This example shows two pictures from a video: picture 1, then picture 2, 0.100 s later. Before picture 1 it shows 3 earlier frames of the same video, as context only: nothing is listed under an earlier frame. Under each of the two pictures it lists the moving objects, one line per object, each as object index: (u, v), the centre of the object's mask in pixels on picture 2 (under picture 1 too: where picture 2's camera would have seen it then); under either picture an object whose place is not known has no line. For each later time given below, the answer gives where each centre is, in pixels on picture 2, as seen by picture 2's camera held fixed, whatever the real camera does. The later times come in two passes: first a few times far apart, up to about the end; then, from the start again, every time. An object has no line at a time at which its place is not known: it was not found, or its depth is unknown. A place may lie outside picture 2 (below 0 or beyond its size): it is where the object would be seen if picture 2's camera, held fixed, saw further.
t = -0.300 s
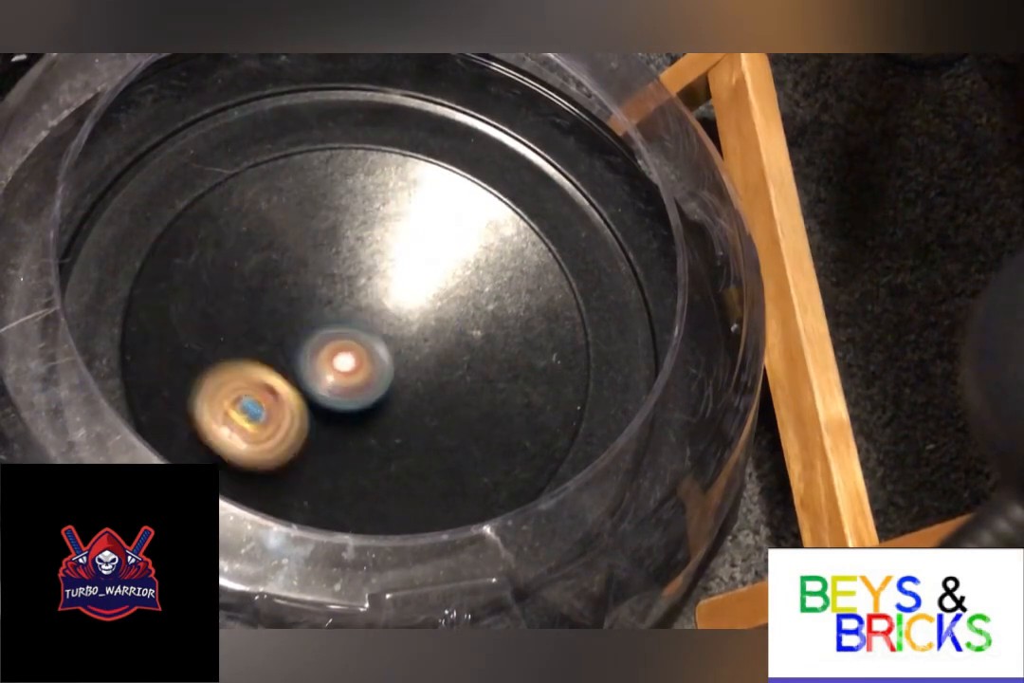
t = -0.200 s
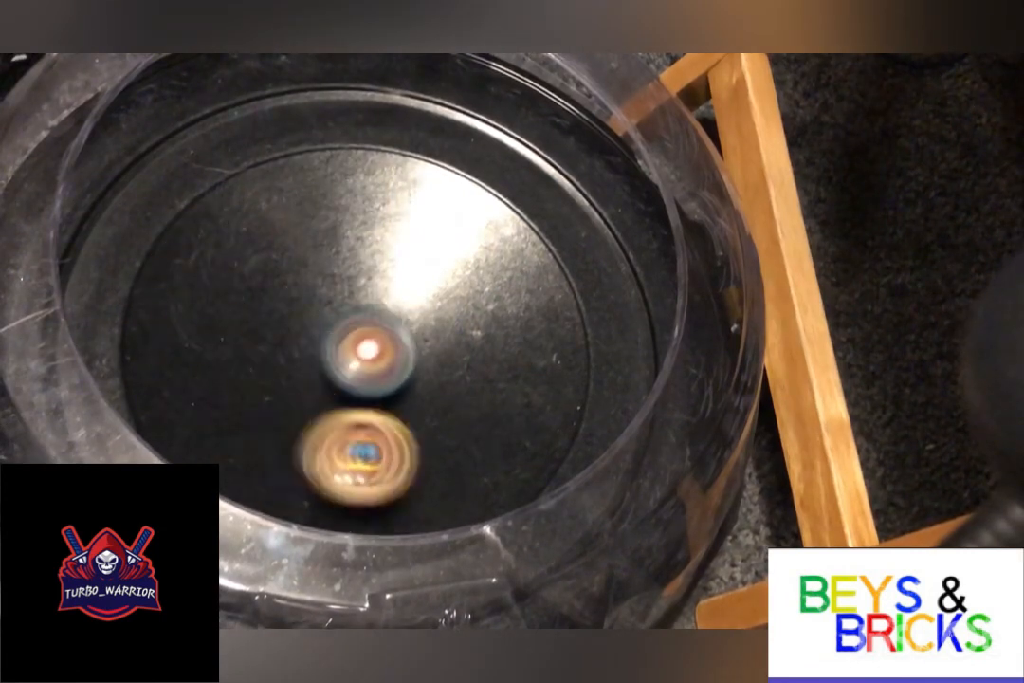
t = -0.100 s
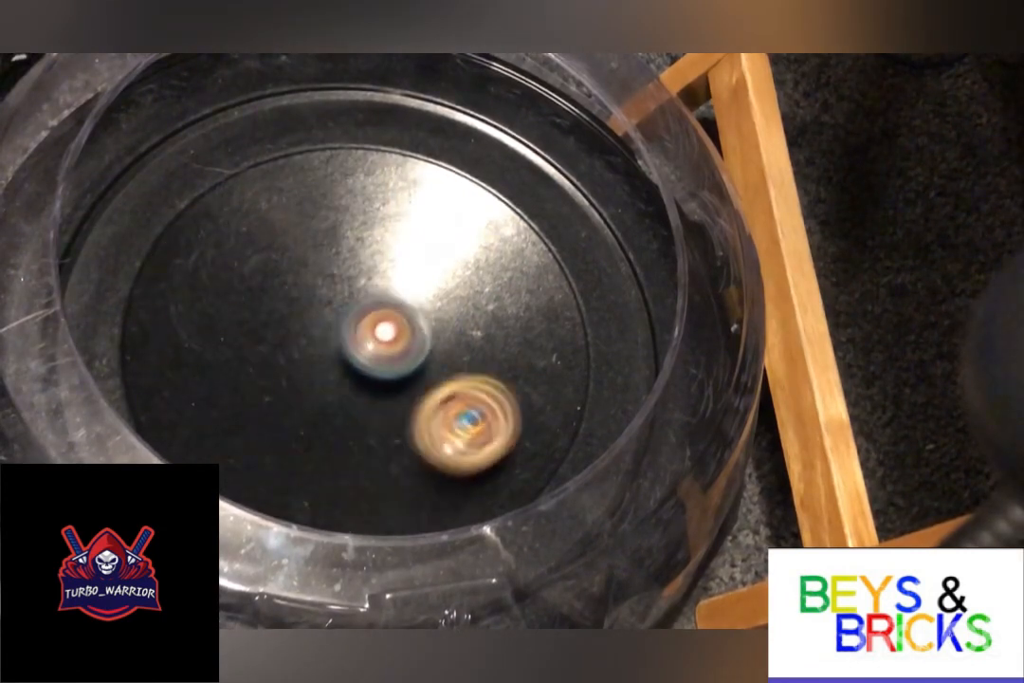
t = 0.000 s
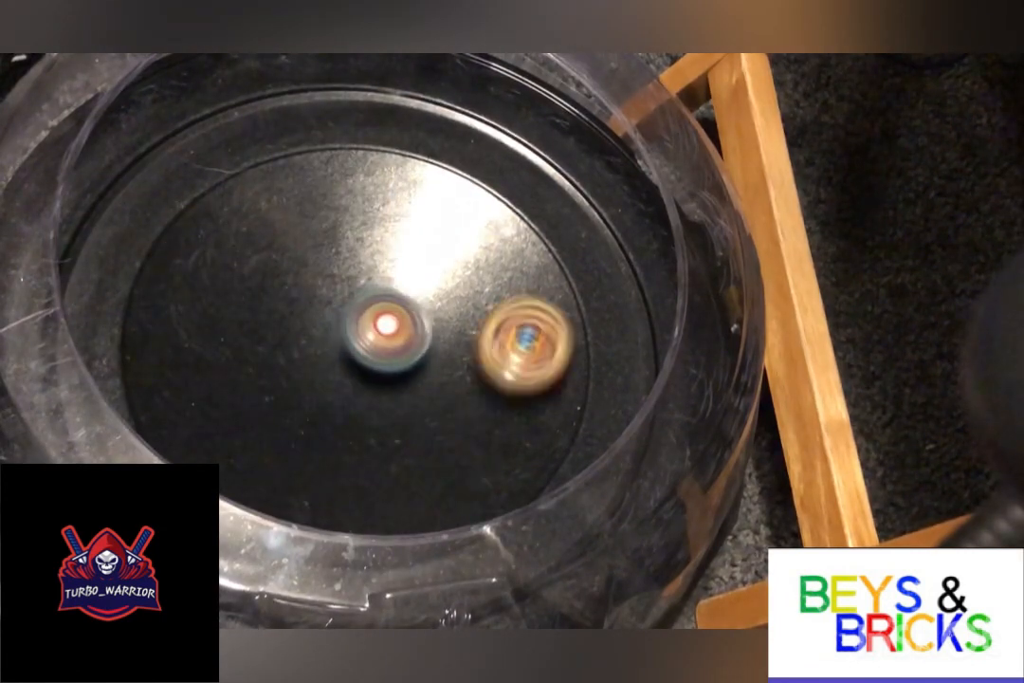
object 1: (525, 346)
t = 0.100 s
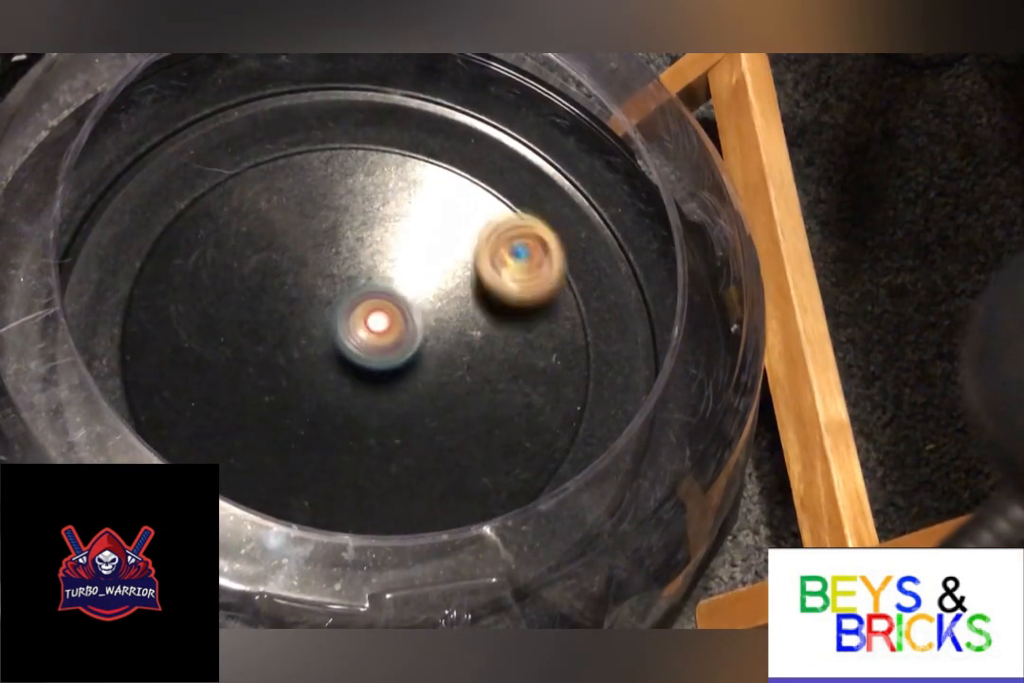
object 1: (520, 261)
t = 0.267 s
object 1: (398, 184)
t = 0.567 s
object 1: (244, 384)
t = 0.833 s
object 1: (468, 435)
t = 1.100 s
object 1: (425, 263)
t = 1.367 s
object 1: (247, 356)
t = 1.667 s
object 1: (429, 427)
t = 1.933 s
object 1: (406, 300)
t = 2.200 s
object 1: (373, 321)
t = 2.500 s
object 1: (406, 352)
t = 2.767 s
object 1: (417, 346)
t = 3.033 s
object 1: (461, 345)
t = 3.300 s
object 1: (434, 369)
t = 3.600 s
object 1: (439, 389)
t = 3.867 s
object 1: (363, 395)
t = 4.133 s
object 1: (316, 395)
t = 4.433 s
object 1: (303, 347)
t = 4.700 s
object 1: (301, 304)
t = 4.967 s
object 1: (342, 282)
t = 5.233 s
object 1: (391, 281)
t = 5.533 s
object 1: (430, 323)
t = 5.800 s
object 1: (436, 362)
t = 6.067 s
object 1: (397, 392)
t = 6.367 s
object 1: (327, 404)
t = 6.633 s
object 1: (288, 370)
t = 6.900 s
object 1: (289, 319)
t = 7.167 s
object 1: (326, 279)
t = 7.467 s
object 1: (384, 271)
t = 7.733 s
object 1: (457, 278)
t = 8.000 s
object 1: (487, 331)
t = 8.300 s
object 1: (438, 376)
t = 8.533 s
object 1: (293, 533)
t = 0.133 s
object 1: (508, 238)
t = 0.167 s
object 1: (489, 217)
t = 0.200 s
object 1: (460, 200)
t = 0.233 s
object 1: (430, 188)
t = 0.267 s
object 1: (398, 184)
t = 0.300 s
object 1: (369, 186)
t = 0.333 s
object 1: (337, 193)
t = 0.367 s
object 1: (308, 207)
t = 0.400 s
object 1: (280, 228)
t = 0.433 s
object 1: (258, 254)
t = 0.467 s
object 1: (243, 285)
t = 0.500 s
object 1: (235, 317)
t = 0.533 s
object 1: (234, 351)
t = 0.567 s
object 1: (244, 384)
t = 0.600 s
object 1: (262, 413)
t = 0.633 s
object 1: (288, 438)
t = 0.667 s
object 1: (316, 455)
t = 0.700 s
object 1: (351, 467)
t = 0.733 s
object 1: (385, 469)
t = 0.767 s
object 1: (416, 464)
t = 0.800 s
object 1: (444, 452)
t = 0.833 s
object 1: (468, 435)
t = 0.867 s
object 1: (486, 413)
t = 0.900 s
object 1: (497, 390)
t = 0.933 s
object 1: (501, 366)
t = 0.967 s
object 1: (499, 340)
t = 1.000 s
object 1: (491, 317)
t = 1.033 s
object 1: (476, 296)
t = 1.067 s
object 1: (454, 278)
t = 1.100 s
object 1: (425, 263)
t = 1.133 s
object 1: (389, 252)
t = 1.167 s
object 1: (358, 249)
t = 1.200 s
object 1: (329, 253)
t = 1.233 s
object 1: (302, 264)
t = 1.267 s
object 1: (279, 280)
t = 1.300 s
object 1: (261, 302)
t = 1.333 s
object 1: (250, 328)
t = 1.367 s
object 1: (247, 356)
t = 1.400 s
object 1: (252, 381)
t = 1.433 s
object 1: (267, 404)
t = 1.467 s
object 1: (288, 422)
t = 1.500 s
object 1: (313, 434)
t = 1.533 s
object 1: (342, 439)
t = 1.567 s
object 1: (368, 442)
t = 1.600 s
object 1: (391, 443)
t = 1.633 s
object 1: (412, 438)
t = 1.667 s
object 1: (429, 427)
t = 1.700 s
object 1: (442, 410)
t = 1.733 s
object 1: (449, 390)
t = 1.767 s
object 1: (450, 369)
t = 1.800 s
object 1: (443, 348)
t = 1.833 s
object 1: (436, 331)
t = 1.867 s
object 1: (427, 318)
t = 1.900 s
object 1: (412, 305)
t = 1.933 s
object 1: (406, 300)
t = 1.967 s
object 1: (398, 297)
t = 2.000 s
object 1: (387, 295)
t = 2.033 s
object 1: (377, 296)
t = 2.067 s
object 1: (366, 299)
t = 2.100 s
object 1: (359, 303)
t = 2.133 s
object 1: (367, 310)
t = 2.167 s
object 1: (371, 316)
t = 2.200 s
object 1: (373, 321)
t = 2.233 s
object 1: (375, 326)
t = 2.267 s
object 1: (376, 331)
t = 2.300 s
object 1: (378, 334)
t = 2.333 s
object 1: (381, 339)
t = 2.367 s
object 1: (385, 342)
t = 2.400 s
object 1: (388, 345)
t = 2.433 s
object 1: (392, 348)
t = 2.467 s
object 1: (397, 351)
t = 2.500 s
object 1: (406, 352)
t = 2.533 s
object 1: (410, 352)
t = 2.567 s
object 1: (414, 351)
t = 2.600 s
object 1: (416, 350)
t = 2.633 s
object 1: (417, 349)
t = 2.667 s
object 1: (416, 348)
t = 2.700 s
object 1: (418, 348)
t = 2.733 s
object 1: (417, 347)
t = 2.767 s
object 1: (417, 346)
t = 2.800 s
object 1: (428, 351)
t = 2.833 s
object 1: (443, 356)
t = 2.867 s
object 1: (452, 357)
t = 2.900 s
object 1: (458, 355)
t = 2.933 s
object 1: (461, 352)
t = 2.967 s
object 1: (463, 349)
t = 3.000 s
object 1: (463, 347)
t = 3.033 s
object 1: (461, 345)
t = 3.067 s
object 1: (458, 343)
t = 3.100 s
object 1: (454, 341)
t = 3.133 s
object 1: (448, 339)
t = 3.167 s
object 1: (439, 337)
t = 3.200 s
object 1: (428, 337)
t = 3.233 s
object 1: (416, 338)
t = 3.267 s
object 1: (425, 354)
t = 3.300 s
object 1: (434, 369)
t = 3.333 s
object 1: (439, 378)
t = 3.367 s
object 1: (443, 384)
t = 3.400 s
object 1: (446, 388)
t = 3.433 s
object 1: (449, 390)
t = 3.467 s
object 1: (450, 392)
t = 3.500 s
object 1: (449, 392)
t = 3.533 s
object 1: (447, 391)
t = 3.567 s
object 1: (444, 390)
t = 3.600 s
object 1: (439, 389)
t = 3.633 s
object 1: (434, 387)
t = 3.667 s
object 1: (426, 385)
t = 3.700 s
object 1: (417, 383)
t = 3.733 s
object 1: (406, 380)
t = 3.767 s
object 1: (394, 380)
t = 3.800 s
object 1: (384, 387)
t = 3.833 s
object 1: (374, 391)
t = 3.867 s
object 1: (363, 395)
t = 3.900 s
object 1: (355, 396)
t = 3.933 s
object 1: (347, 398)
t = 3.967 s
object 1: (340, 399)
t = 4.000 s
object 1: (333, 399)
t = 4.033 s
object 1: (328, 399)
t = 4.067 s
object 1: (323, 399)
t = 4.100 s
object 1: (320, 397)
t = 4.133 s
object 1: (316, 395)
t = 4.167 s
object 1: (314, 392)
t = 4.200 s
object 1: (312, 388)
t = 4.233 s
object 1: (311, 384)
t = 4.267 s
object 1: (310, 379)
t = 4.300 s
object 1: (308, 374)
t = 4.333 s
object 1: (307, 368)
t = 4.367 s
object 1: (305, 361)
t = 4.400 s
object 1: (304, 354)
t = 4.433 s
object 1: (303, 347)
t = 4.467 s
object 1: (301, 339)
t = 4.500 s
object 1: (301, 331)
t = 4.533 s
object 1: (299, 323)
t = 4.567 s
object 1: (298, 317)
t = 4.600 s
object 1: (298, 312)
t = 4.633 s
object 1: (298, 308)
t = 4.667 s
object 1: (299, 305)
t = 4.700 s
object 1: (301, 304)
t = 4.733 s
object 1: (304, 303)
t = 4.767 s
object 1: (307, 303)
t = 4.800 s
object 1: (312, 302)
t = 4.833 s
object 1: (317, 300)
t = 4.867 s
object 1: (321, 294)
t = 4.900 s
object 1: (328, 288)
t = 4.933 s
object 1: (334, 285)
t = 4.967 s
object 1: (342, 282)
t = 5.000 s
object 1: (349, 280)
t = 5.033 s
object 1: (355, 278)
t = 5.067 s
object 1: (362, 277)
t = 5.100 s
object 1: (368, 276)
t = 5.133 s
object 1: (375, 277)
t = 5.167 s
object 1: (380, 278)
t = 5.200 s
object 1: (386, 279)
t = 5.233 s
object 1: (391, 281)
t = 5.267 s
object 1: (397, 284)
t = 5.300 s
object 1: (402, 287)
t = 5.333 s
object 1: (406, 291)
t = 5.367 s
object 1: (410, 296)
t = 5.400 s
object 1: (413, 302)
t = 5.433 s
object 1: (417, 307)
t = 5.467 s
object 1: (423, 312)
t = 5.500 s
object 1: (426, 318)
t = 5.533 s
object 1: (430, 323)
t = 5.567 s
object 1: (432, 328)
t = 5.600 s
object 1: (434, 333)
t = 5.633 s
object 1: (435, 337)
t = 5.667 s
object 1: (436, 341)
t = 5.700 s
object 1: (436, 346)
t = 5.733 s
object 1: (435, 350)
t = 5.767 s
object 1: (437, 356)
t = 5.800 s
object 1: (436, 362)
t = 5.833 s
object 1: (435, 366)
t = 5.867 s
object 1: (433, 370)
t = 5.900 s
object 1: (429, 373)
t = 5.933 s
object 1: (424, 377)
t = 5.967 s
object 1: (418, 381)
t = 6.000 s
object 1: (412, 384)
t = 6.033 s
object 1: (405, 388)
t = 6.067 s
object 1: (397, 392)
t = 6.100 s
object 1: (389, 396)
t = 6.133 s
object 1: (381, 398)
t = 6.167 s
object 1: (373, 400)
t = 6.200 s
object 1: (365, 401)
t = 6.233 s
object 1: (357, 404)
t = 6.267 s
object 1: (348, 405)
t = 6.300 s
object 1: (340, 405)
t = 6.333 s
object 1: (334, 405)
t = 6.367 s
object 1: (327, 404)
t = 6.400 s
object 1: (321, 402)
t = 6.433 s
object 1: (315, 399)
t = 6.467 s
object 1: (309, 395)
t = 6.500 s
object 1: (303, 391)
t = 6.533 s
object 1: (299, 386)
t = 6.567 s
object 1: (295, 381)
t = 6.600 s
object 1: (291, 376)
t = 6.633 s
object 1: (288, 370)
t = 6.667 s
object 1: (287, 363)
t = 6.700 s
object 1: (286, 358)
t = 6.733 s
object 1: (285, 351)
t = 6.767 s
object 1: (284, 344)
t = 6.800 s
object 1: (284, 338)
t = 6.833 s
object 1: (286, 332)
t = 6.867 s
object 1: (287, 325)
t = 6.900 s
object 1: (289, 319)
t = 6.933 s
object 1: (293, 313)
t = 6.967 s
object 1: (297, 307)
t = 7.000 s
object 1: (300, 302)
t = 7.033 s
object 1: (304, 296)
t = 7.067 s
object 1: (309, 292)
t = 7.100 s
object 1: (315, 288)
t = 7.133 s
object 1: (320, 286)
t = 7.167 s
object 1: (326, 279)
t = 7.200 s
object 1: (332, 273)
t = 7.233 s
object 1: (339, 269)
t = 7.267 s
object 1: (346, 267)
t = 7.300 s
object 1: (352, 266)
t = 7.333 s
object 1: (359, 265)
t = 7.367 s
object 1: (366, 265)
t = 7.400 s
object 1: (372, 266)
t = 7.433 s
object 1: (379, 268)
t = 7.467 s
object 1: (384, 271)
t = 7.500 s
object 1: (390, 275)
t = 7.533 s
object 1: (399, 275)
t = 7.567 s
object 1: (415, 269)
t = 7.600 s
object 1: (426, 268)
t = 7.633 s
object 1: (436, 269)
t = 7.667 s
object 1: (444, 270)
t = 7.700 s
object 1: (451, 274)
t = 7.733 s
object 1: (457, 278)
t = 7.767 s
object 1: (462, 284)
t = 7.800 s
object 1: (464, 290)
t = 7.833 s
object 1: (467, 297)
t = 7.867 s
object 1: (468, 304)
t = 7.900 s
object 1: (469, 313)
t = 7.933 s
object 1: (476, 320)
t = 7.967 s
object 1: (484, 326)
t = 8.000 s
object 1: (487, 331)
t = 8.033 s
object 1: (489, 338)
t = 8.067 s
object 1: (489, 344)
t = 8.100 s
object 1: (486, 349)
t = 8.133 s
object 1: (482, 354)
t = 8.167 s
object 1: (476, 360)
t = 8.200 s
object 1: (469, 365)
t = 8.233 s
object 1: (460, 369)
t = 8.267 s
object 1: (449, 373)
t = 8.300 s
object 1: (438, 376)
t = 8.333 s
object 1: (425, 377)
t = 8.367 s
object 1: (412, 378)
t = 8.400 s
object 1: (395, 392)
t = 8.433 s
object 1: (370, 429)
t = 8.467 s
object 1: (346, 474)
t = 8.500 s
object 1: (323, 499)
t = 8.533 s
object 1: (293, 533)
